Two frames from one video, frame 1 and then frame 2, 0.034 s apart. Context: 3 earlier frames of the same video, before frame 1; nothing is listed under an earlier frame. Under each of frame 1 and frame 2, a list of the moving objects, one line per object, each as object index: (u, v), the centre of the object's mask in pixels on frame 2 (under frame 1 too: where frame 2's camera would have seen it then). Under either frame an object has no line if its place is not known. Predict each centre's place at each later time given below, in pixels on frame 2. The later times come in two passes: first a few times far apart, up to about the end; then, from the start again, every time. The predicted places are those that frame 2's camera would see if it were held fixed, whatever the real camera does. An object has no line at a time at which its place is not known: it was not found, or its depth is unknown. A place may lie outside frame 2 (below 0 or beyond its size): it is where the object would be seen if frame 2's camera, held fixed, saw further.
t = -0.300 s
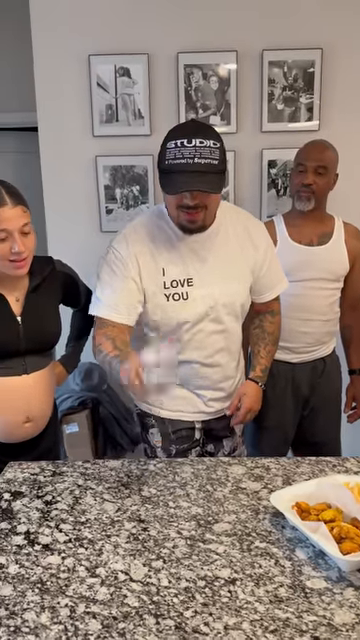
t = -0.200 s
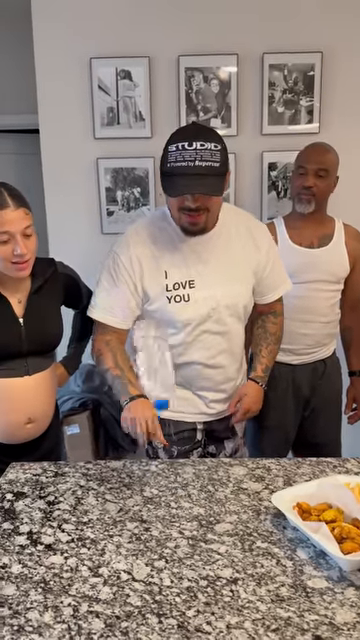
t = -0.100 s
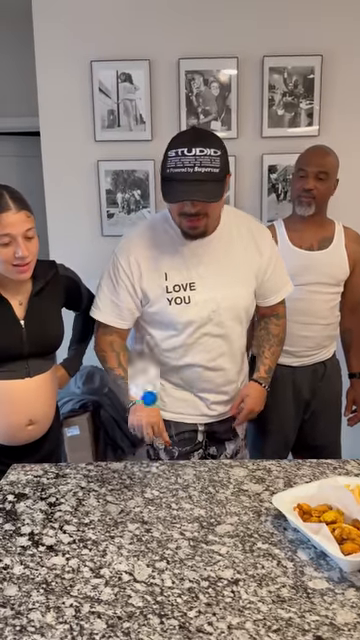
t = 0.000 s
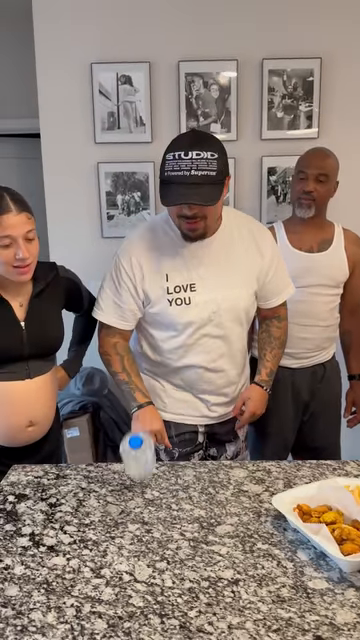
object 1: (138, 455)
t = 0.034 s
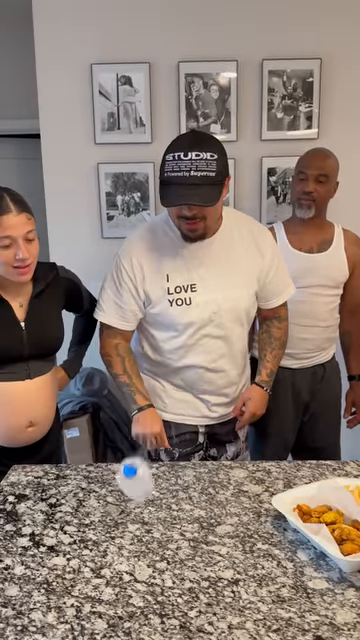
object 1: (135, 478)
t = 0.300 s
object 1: (115, 495)
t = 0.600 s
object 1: (113, 495)
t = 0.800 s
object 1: (113, 495)
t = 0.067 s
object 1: (132, 493)
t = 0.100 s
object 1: (128, 498)
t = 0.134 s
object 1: (125, 498)
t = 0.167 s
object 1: (122, 498)
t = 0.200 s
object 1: (120, 497)
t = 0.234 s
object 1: (119, 497)
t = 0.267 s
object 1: (118, 496)
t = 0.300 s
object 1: (115, 495)
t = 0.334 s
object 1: (114, 495)
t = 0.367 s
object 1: (113, 495)
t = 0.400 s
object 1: (113, 495)
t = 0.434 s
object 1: (113, 495)
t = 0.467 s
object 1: (112, 495)
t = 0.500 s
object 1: (112, 495)
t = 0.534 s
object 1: (112, 495)
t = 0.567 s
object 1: (113, 495)
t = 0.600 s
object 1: (113, 495)
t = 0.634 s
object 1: (113, 495)
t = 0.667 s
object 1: (113, 494)
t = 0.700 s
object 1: (113, 495)
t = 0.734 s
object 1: (113, 494)
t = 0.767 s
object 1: (113, 495)
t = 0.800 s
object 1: (113, 495)
